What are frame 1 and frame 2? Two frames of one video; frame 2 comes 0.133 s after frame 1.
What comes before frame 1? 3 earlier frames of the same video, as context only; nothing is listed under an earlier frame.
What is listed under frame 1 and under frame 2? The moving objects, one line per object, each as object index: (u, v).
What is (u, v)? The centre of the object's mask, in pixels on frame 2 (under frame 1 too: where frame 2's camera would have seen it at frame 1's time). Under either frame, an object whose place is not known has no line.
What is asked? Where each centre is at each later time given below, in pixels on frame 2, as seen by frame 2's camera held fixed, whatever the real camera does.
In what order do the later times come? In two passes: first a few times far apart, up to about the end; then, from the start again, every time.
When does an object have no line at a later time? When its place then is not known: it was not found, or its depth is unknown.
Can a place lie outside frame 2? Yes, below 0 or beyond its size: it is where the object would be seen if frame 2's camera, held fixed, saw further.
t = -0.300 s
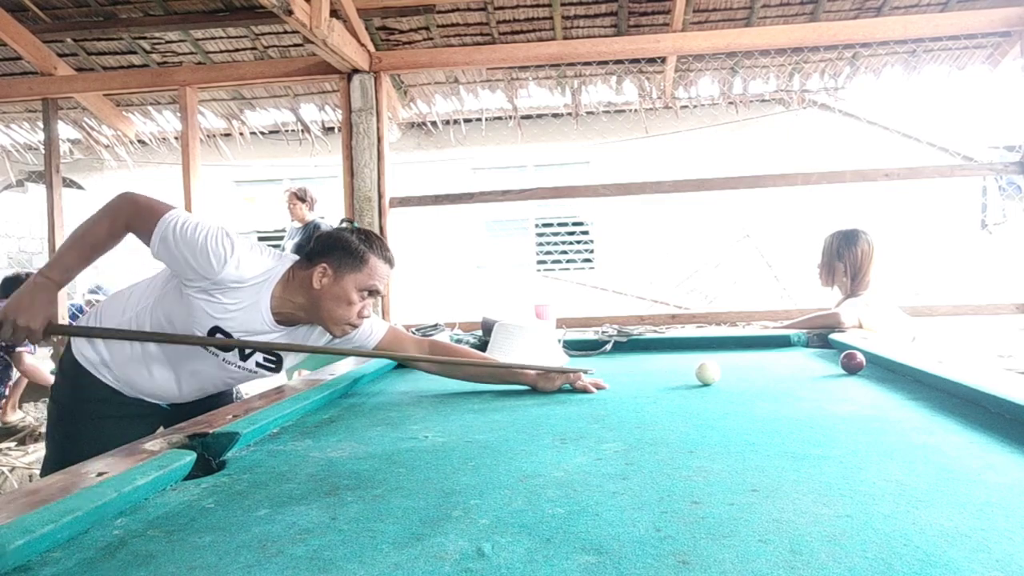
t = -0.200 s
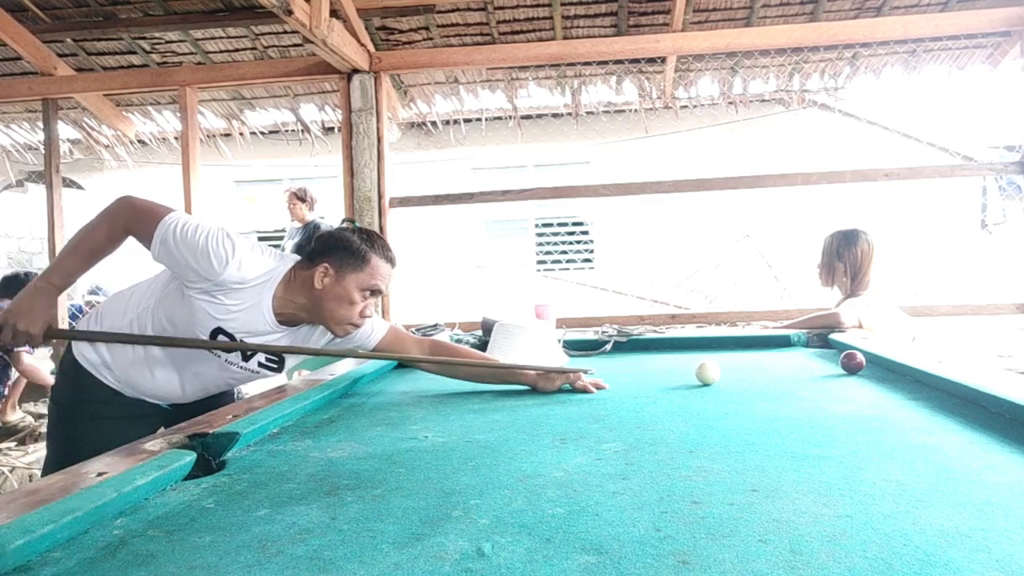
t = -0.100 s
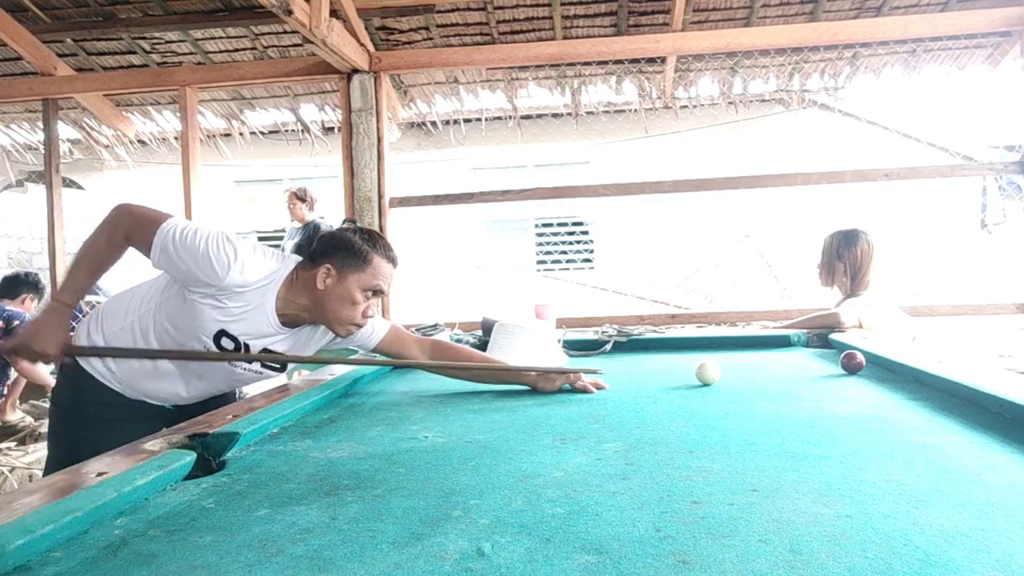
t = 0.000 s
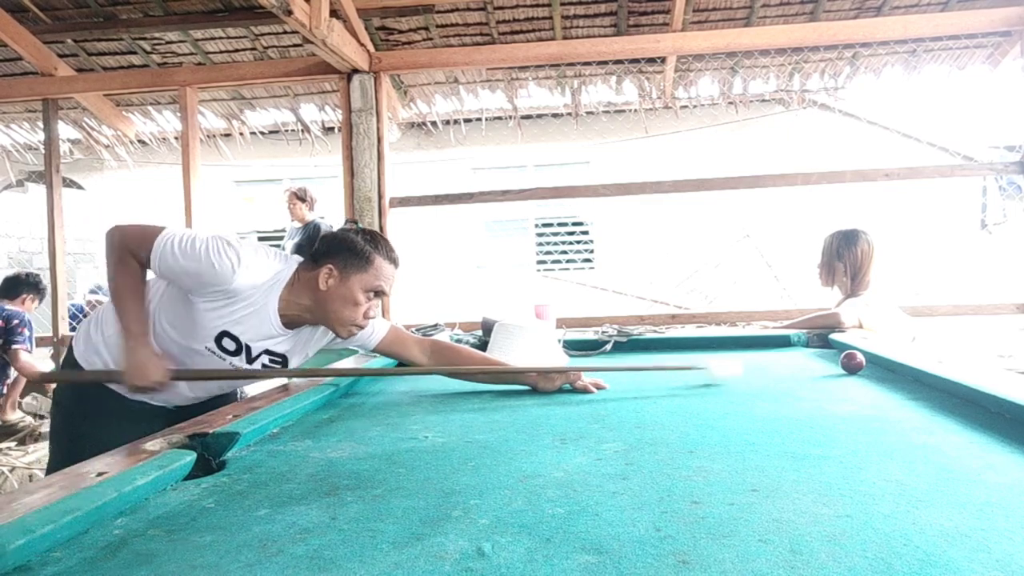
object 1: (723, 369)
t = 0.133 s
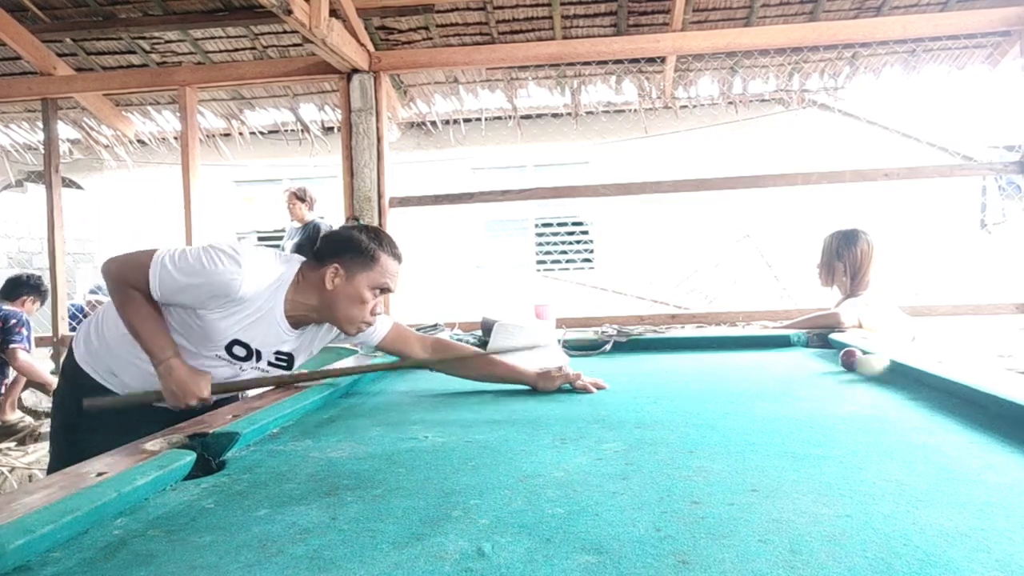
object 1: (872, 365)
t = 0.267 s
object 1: (798, 369)
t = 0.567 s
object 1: (643, 379)
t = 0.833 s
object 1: (509, 387)
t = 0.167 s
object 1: (853, 367)
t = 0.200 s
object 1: (834, 368)
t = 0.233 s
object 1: (816, 370)
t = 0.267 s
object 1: (798, 369)
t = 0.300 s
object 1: (779, 372)
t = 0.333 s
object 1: (764, 372)
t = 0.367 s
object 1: (747, 372)
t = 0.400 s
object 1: (729, 374)
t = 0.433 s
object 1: (712, 375)
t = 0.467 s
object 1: (695, 376)
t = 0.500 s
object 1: (678, 377)
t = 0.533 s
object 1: (661, 378)
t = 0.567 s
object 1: (643, 379)
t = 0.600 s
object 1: (627, 380)
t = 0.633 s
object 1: (610, 381)
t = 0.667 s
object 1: (594, 381)
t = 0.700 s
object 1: (576, 383)
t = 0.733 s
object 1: (559, 384)
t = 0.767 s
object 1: (542, 385)
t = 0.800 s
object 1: (526, 386)
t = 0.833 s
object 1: (509, 387)
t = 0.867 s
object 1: (492, 388)
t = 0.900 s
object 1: (475, 389)
